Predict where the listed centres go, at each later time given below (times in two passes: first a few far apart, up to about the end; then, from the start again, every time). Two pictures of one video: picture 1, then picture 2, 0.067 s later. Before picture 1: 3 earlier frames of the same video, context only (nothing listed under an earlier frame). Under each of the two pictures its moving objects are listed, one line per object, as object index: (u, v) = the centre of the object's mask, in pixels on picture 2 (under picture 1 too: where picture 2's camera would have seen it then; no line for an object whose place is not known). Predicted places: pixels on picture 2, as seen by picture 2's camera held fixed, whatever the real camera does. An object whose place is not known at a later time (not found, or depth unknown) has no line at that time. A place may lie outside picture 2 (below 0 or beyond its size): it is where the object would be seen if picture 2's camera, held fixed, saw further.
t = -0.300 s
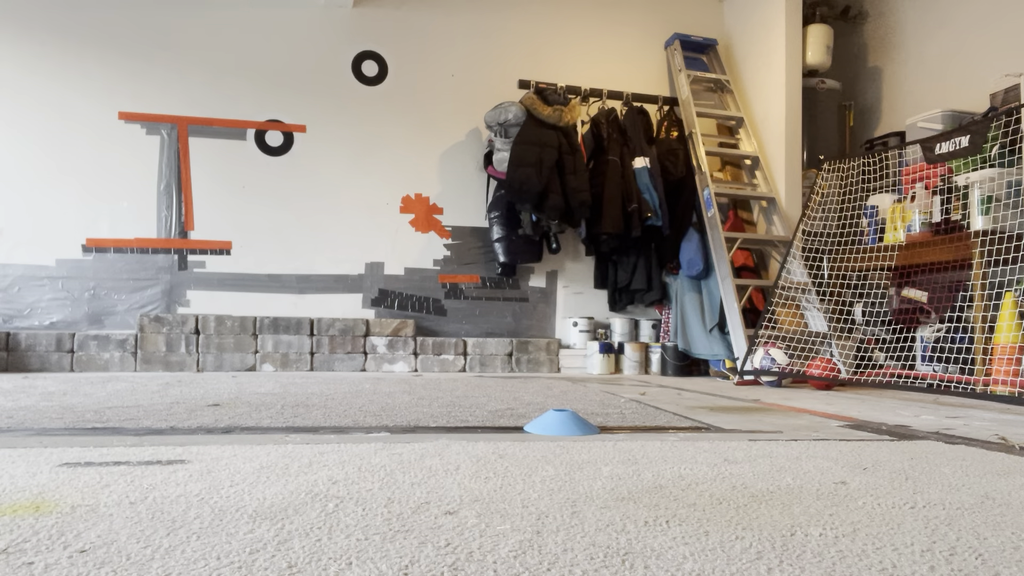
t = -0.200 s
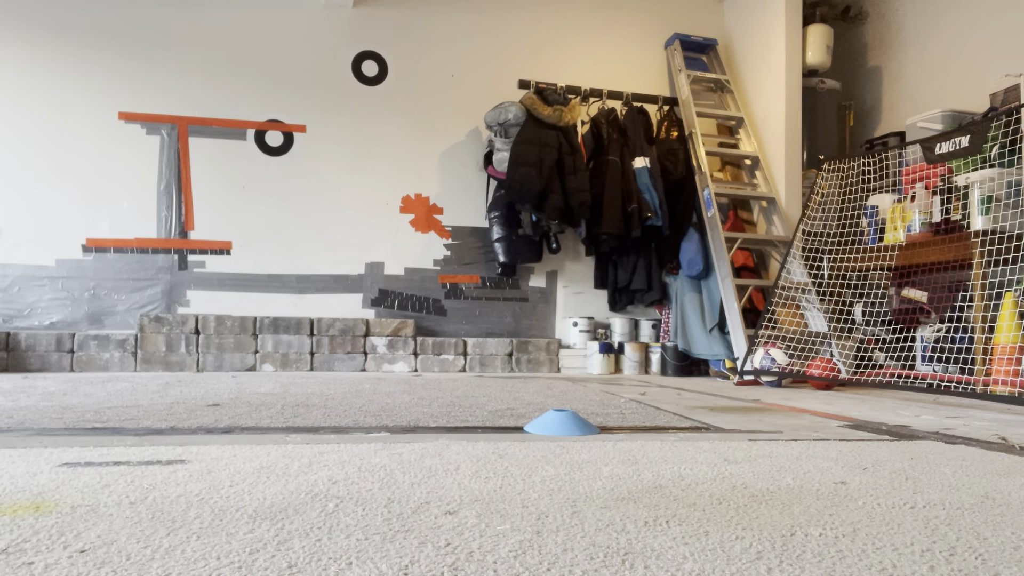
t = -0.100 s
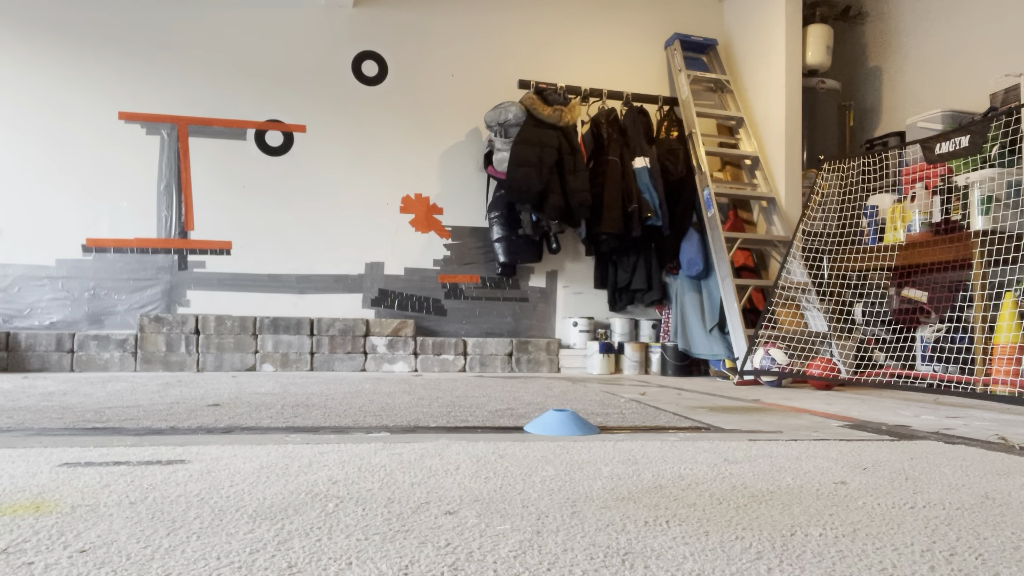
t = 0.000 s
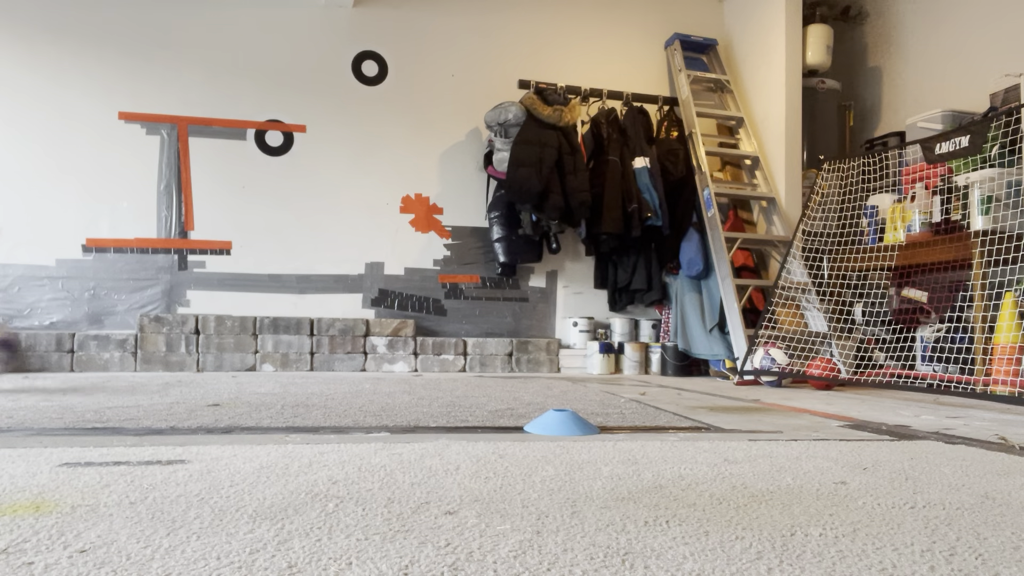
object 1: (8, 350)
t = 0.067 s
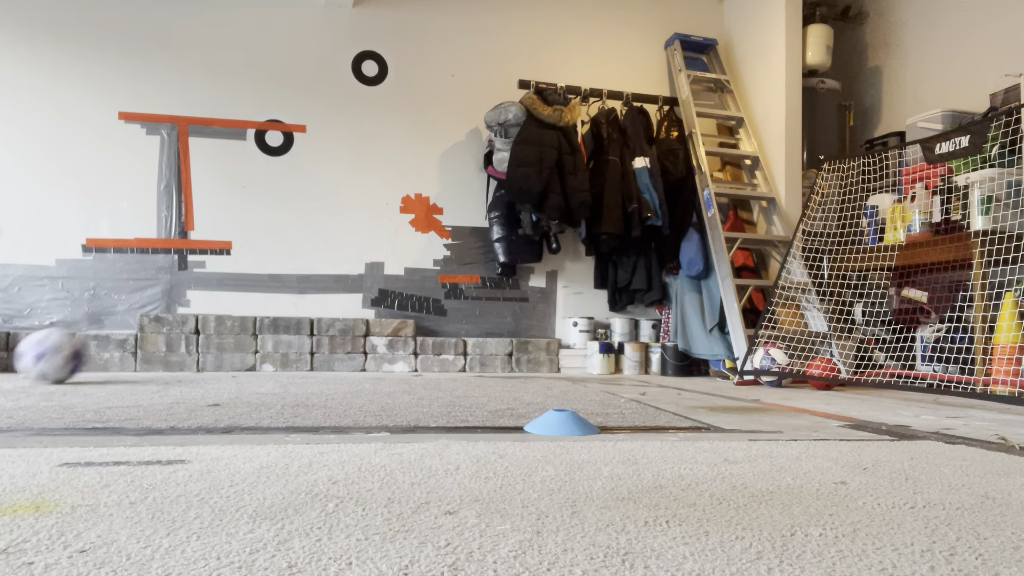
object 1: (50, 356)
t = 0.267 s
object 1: (178, 346)
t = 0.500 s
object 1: (221, 299)
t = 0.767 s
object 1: (281, 344)
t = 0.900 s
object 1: (314, 323)
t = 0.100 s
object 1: (78, 350)
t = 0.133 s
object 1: (104, 346)
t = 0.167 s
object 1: (127, 346)
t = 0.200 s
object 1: (147, 347)
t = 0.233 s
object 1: (167, 352)
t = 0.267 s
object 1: (178, 346)
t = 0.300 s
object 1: (185, 332)
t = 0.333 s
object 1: (190, 322)
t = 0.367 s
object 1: (196, 313)
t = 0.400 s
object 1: (202, 307)
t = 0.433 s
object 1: (208, 302)
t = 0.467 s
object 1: (214, 299)
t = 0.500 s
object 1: (221, 299)
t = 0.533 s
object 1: (227, 300)
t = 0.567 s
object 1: (234, 306)
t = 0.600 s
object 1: (242, 313)
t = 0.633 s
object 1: (249, 324)
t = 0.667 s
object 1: (255, 336)
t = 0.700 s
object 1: (264, 354)
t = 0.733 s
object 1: (274, 357)
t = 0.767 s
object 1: (281, 344)
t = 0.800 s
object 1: (289, 335)
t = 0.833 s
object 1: (297, 328)
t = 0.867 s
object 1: (305, 324)
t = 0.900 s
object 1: (314, 323)
